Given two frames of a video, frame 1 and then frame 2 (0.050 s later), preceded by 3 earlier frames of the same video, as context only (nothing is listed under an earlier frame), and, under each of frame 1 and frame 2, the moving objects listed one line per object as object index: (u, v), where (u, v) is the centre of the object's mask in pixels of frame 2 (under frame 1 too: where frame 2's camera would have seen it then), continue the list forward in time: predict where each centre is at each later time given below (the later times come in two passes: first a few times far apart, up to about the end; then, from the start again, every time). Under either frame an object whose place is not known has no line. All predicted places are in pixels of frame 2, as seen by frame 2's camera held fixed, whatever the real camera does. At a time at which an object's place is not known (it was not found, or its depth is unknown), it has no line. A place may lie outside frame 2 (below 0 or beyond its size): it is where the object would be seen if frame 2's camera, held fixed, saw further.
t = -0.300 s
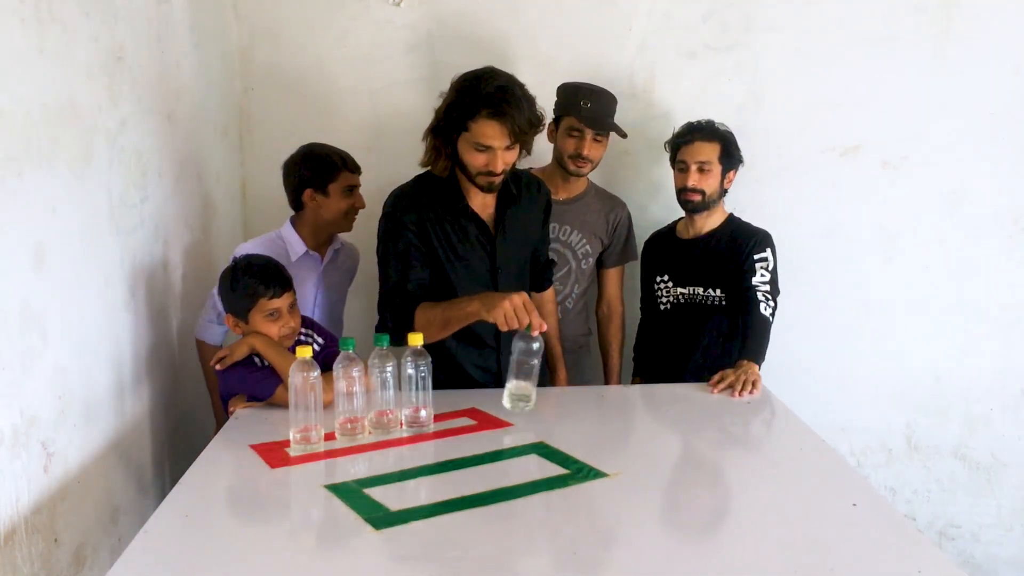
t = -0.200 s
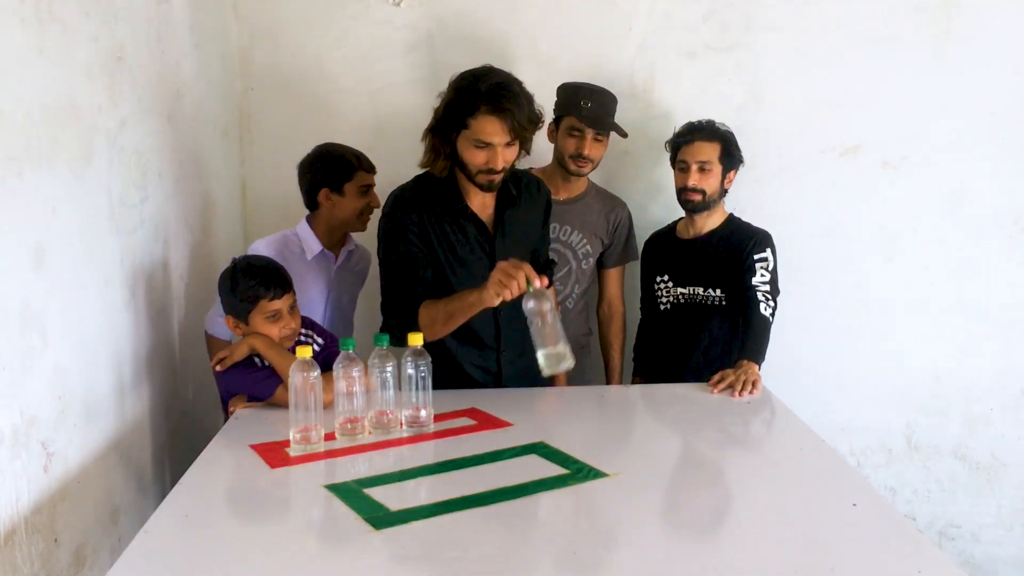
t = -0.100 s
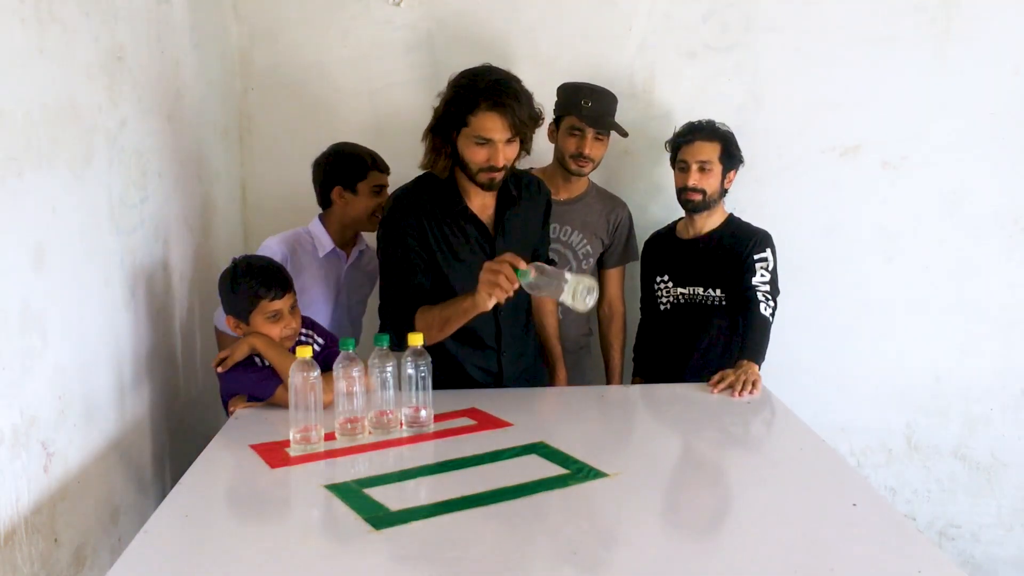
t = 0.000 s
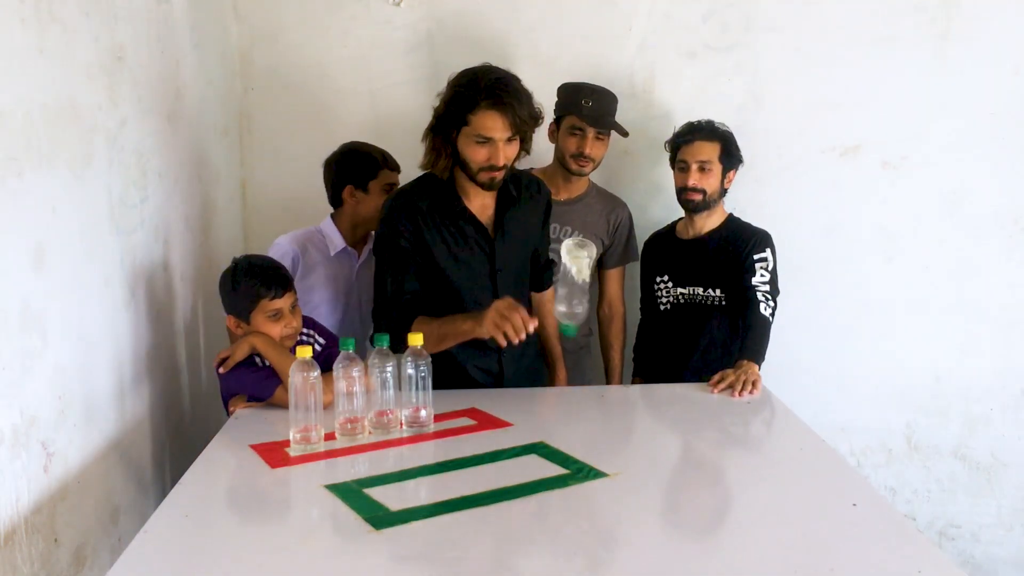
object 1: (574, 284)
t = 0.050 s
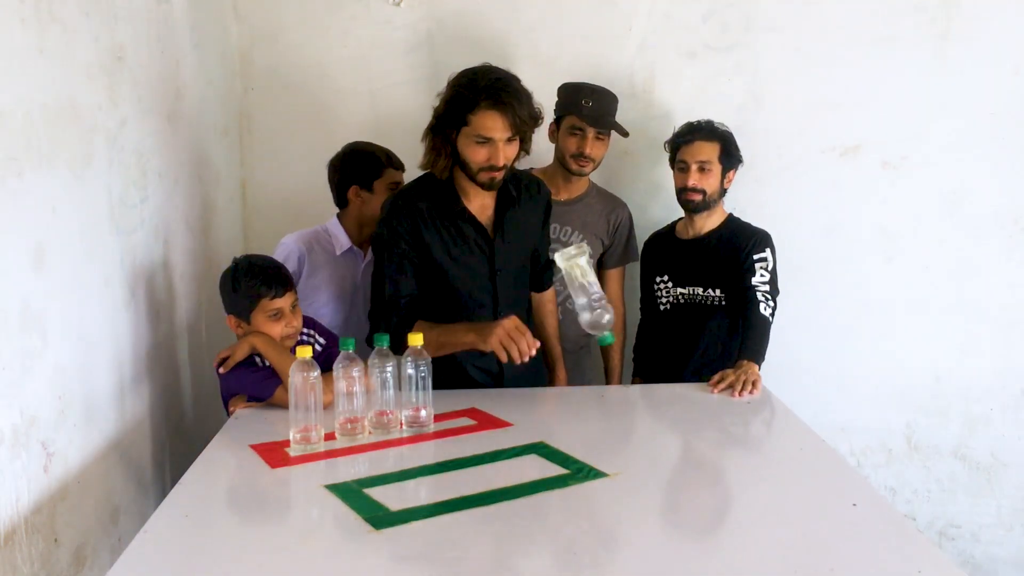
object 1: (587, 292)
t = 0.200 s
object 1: (590, 356)
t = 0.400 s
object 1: (601, 423)
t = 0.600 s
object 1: (610, 438)
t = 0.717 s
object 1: (612, 437)
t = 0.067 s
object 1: (590, 294)
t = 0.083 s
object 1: (592, 297)
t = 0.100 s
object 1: (593, 300)
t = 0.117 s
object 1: (593, 305)
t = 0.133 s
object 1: (593, 312)
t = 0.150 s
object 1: (592, 320)
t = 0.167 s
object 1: (592, 331)
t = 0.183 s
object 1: (591, 343)
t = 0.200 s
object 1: (590, 356)
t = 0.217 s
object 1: (589, 370)
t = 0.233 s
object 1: (588, 386)
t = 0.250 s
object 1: (587, 402)
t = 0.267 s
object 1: (587, 401)
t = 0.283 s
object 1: (588, 403)
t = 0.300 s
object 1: (589, 405)
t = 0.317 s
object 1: (590, 407)
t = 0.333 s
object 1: (592, 408)
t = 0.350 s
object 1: (595, 411)
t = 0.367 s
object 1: (597, 414)
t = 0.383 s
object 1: (599, 418)
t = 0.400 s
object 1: (601, 423)
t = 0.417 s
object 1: (602, 429)
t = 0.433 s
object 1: (603, 436)
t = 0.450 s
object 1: (605, 437)
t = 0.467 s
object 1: (606, 437)
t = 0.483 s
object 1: (607, 438)
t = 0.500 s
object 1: (607, 438)
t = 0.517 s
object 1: (607, 438)
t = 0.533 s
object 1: (608, 438)
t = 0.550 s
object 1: (609, 438)
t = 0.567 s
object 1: (609, 438)
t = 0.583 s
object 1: (610, 438)
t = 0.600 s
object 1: (610, 438)
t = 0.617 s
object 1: (610, 438)
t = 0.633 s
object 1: (610, 438)
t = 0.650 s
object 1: (610, 438)
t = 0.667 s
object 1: (611, 437)
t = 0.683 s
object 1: (611, 437)
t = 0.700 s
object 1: (611, 437)
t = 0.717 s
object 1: (612, 437)
